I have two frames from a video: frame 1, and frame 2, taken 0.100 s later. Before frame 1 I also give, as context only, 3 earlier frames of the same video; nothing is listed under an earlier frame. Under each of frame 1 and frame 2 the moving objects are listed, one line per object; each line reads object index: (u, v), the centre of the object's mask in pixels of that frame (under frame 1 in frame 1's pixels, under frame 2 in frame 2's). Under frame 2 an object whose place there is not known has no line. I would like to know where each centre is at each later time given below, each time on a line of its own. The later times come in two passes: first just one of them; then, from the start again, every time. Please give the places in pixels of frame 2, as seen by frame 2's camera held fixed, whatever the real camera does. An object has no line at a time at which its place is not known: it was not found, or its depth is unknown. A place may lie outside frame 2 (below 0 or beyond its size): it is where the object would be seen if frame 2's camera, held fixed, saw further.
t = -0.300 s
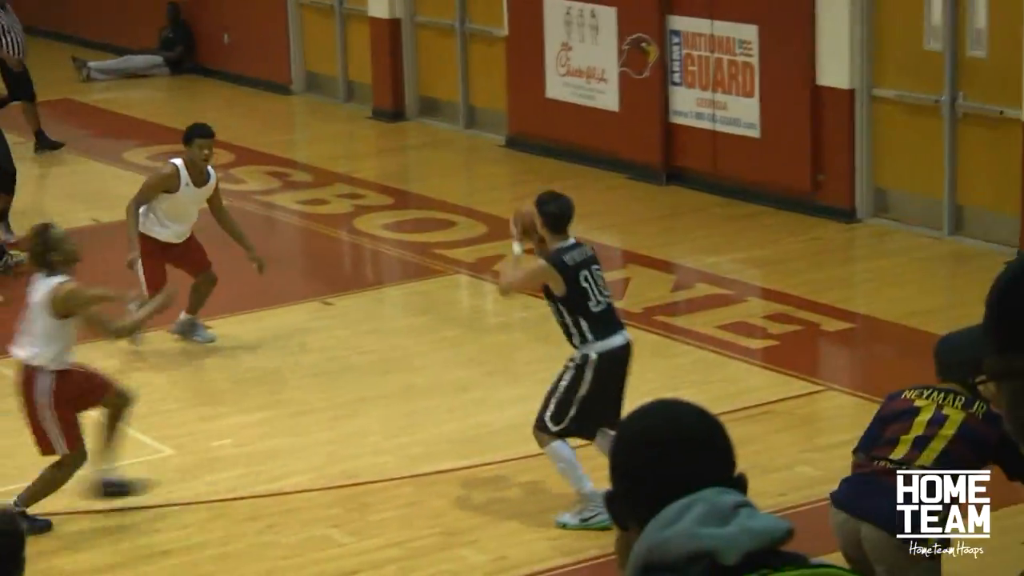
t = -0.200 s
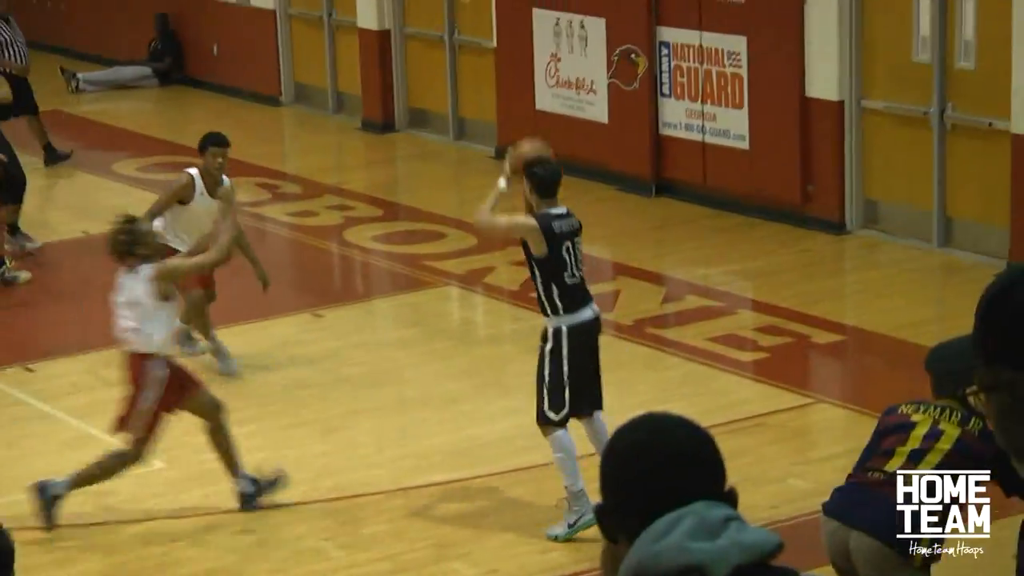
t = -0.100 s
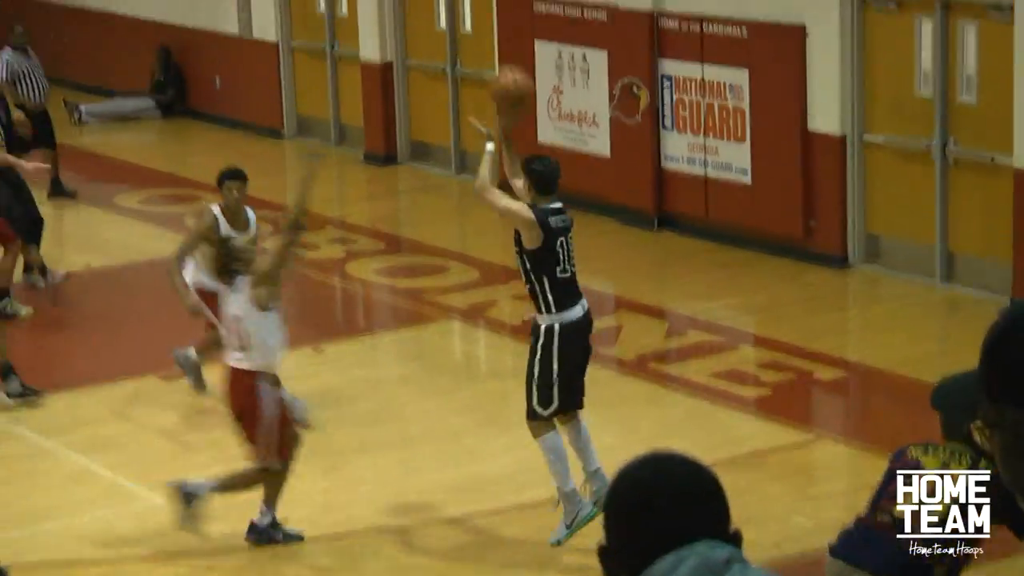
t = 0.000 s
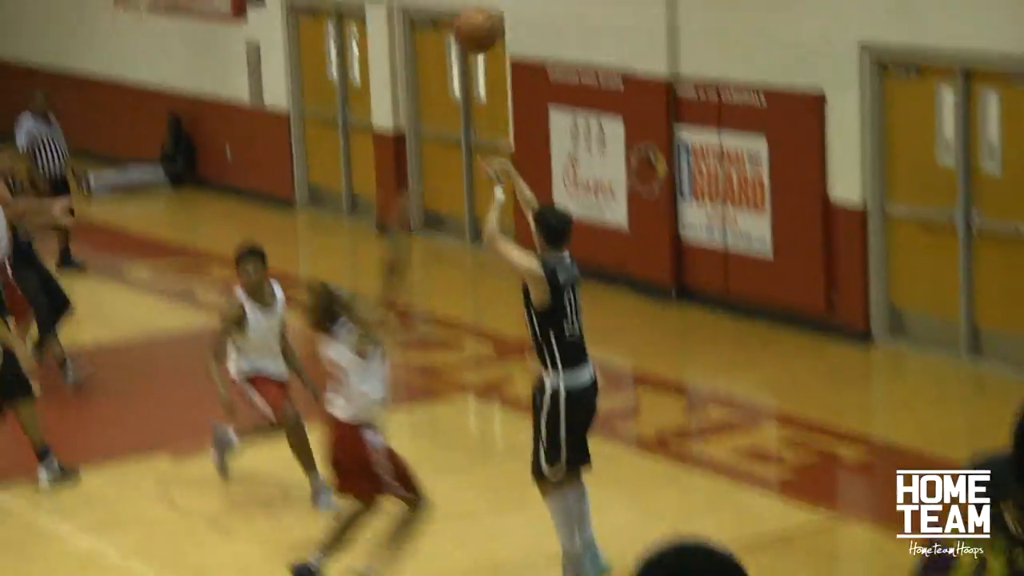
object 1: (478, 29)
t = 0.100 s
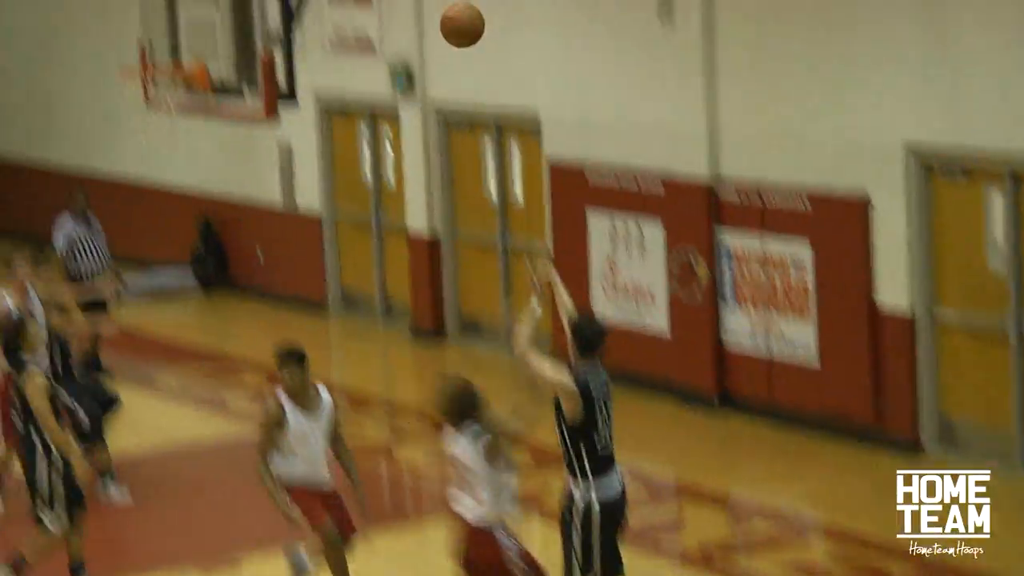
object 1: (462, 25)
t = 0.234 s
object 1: (402, -84)
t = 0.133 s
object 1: (446, -7)
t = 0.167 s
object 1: (431, -36)
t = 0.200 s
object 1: (416, -62)
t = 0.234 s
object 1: (402, -84)
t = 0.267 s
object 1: (389, -103)
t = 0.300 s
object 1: (377, -120)
